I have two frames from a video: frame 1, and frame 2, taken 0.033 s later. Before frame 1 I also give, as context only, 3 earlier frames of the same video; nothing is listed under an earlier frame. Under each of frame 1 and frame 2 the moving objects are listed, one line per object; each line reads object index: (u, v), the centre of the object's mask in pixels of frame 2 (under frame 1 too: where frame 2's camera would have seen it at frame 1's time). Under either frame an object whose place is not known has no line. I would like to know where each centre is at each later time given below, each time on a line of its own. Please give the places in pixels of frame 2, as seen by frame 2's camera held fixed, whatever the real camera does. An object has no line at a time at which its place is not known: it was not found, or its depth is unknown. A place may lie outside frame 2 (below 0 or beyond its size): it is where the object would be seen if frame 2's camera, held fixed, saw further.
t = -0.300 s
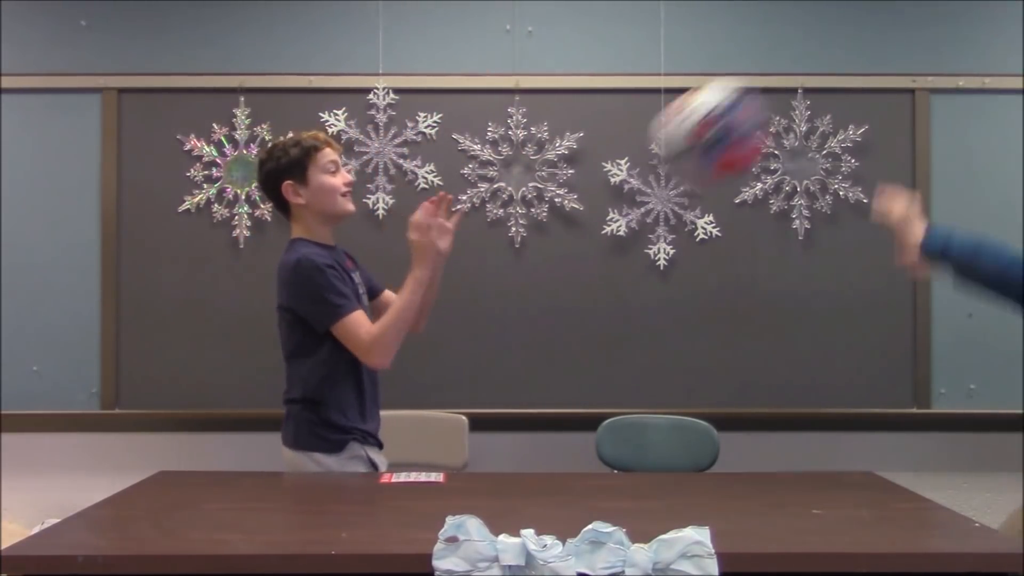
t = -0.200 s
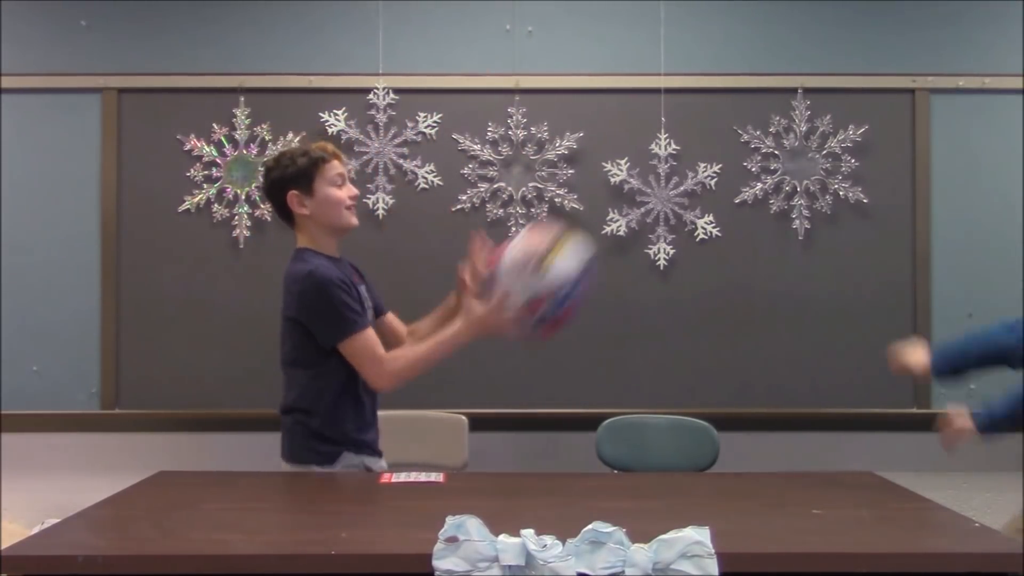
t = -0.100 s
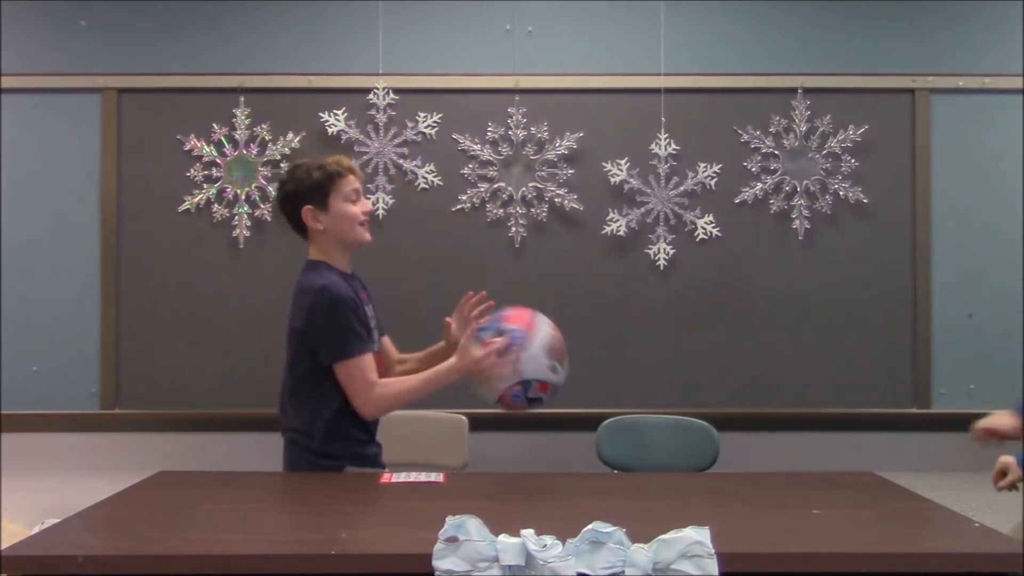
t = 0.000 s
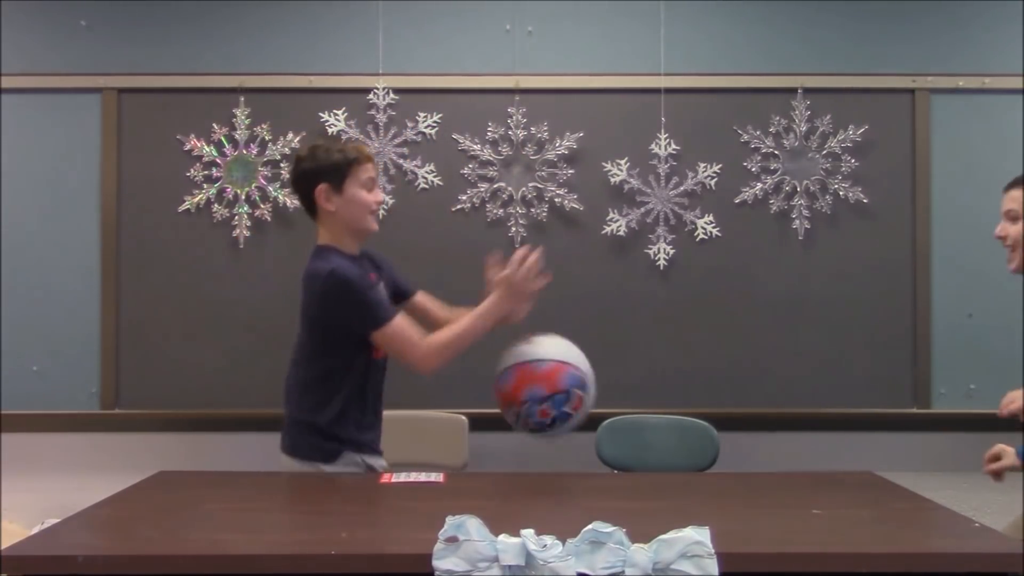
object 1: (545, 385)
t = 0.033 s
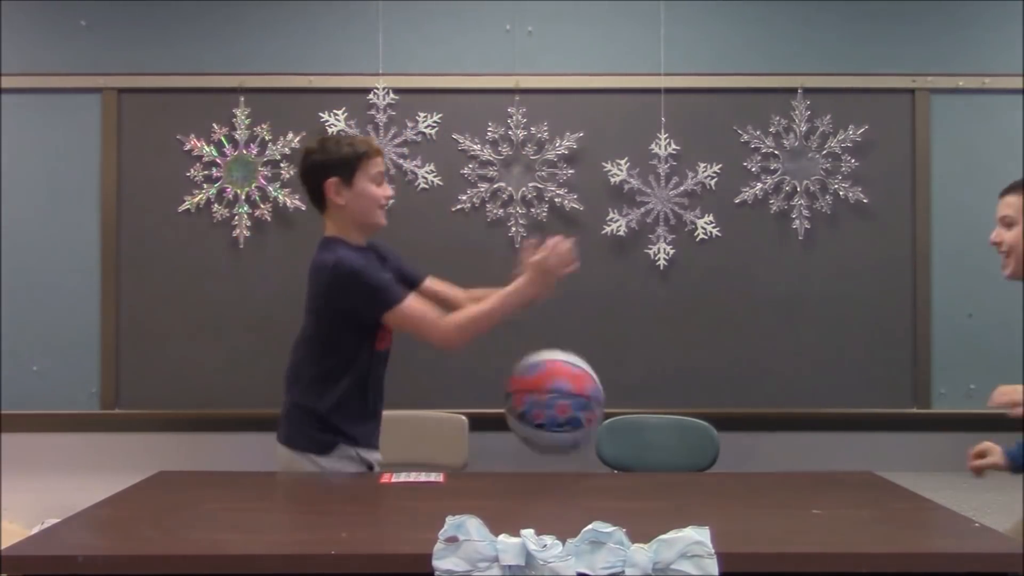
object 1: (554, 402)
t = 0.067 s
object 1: (563, 420)
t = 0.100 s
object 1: (571, 436)
